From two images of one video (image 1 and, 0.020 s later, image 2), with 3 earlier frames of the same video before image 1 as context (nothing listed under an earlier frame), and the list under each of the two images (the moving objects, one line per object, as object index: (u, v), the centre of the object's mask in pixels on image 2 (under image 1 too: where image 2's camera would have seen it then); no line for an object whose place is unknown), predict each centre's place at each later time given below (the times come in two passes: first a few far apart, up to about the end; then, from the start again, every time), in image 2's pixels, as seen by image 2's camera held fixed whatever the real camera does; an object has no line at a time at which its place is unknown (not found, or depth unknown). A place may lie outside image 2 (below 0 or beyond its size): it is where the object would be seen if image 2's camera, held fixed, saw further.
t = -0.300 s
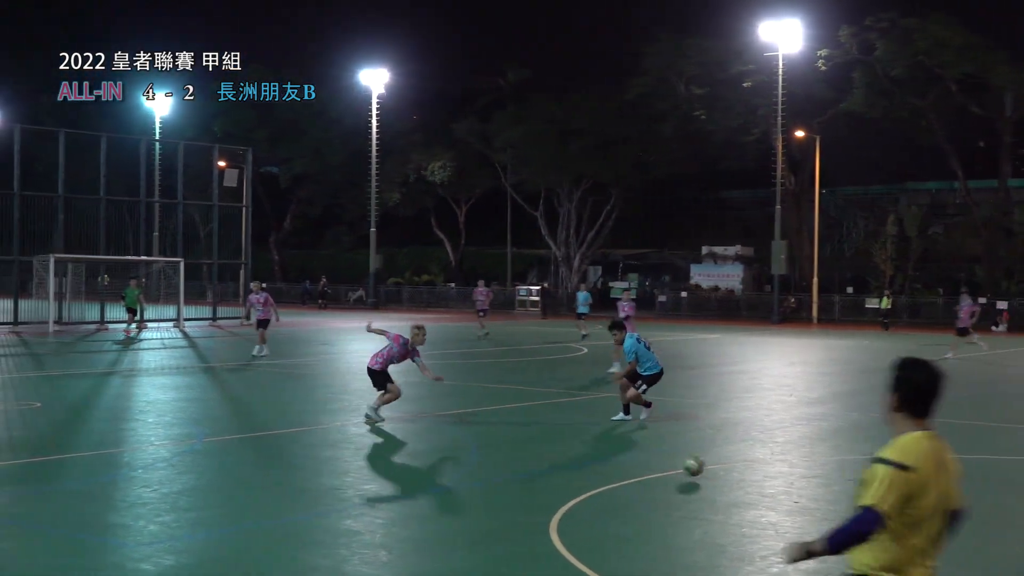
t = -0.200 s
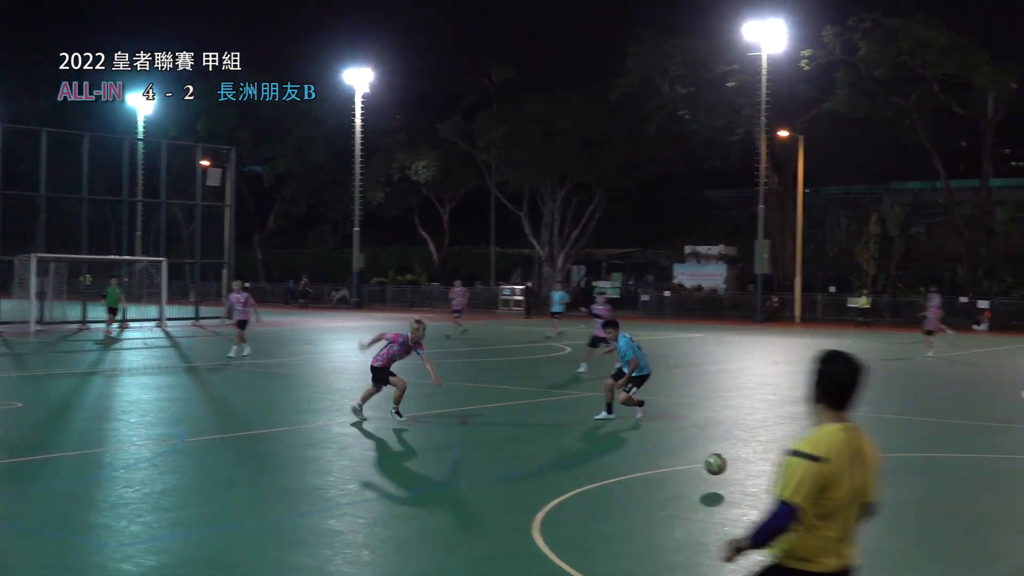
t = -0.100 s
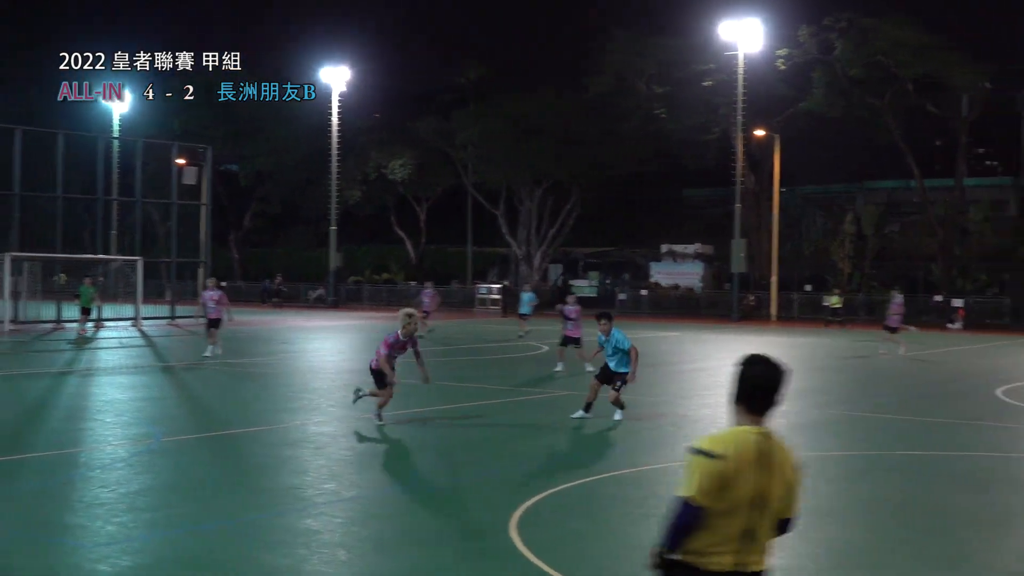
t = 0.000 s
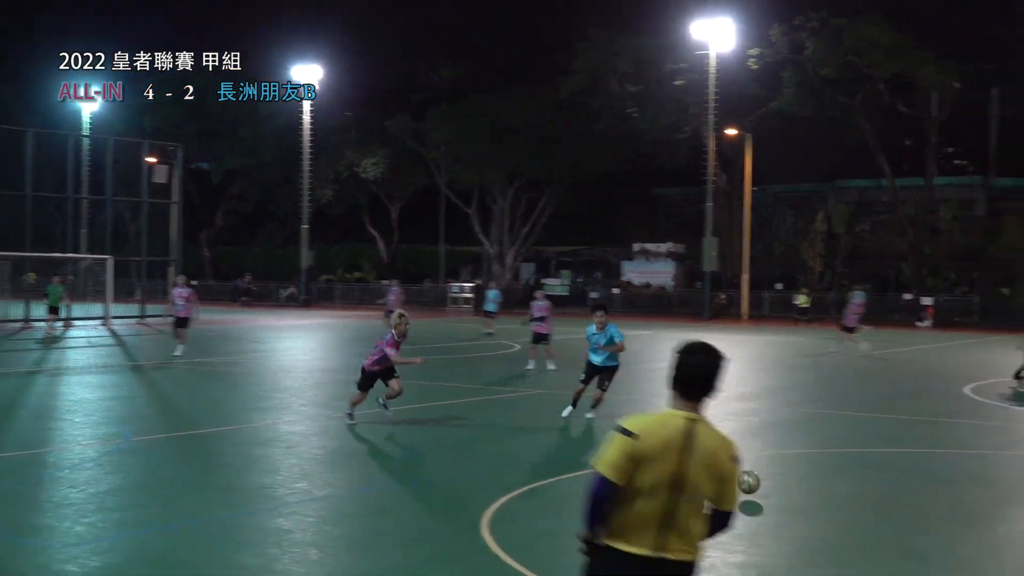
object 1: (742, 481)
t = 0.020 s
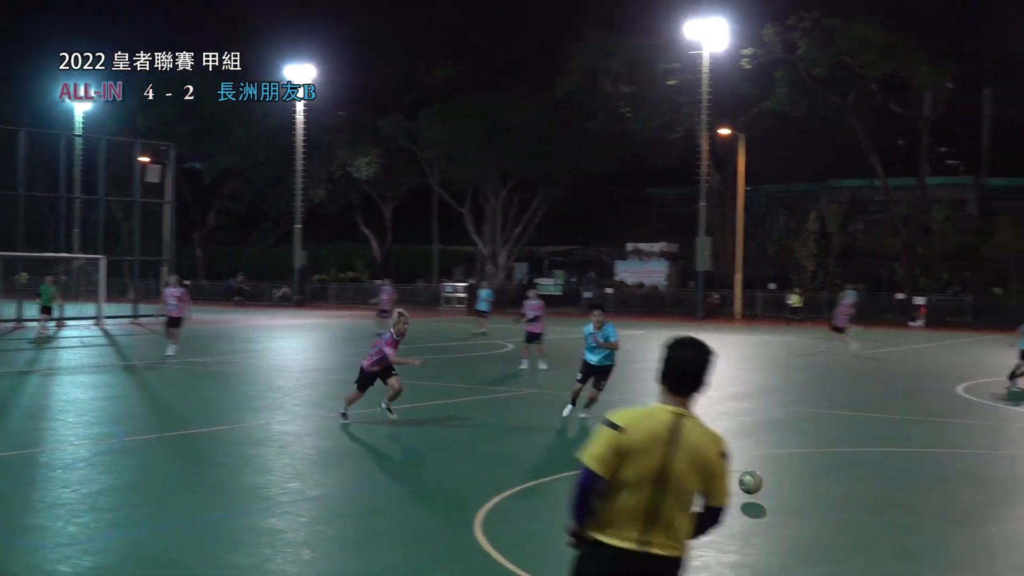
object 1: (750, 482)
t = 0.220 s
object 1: (848, 501)
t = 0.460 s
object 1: (987, 531)
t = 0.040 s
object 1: (759, 483)
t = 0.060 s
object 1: (769, 485)
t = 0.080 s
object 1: (778, 487)
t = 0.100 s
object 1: (788, 490)
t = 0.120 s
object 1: (797, 493)
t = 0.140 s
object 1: (808, 497)
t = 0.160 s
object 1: (818, 499)
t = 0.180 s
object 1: (828, 500)
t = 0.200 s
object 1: (837, 500)
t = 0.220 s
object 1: (848, 501)
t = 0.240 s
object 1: (858, 503)
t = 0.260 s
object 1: (870, 505)
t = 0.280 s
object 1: (880, 508)
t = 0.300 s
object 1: (891, 512)
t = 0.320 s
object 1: (902, 515)
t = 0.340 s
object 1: (914, 515)
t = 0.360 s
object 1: (926, 517)
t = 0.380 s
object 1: (938, 519)
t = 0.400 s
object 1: (949, 521)
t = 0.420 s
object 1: (962, 524)
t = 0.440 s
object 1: (975, 528)
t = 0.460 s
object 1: (987, 531)
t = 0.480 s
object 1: (1000, 533)
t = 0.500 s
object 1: (1013, 535)
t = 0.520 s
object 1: (1026, 538)
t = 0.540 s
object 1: (1040, 542)
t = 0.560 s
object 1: (1054, 545)
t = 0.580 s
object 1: (1068, 547)
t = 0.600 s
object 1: (1083, 551)
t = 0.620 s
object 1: (1097, 554)
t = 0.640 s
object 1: (1113, 556)
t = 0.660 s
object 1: (1128, 559)
